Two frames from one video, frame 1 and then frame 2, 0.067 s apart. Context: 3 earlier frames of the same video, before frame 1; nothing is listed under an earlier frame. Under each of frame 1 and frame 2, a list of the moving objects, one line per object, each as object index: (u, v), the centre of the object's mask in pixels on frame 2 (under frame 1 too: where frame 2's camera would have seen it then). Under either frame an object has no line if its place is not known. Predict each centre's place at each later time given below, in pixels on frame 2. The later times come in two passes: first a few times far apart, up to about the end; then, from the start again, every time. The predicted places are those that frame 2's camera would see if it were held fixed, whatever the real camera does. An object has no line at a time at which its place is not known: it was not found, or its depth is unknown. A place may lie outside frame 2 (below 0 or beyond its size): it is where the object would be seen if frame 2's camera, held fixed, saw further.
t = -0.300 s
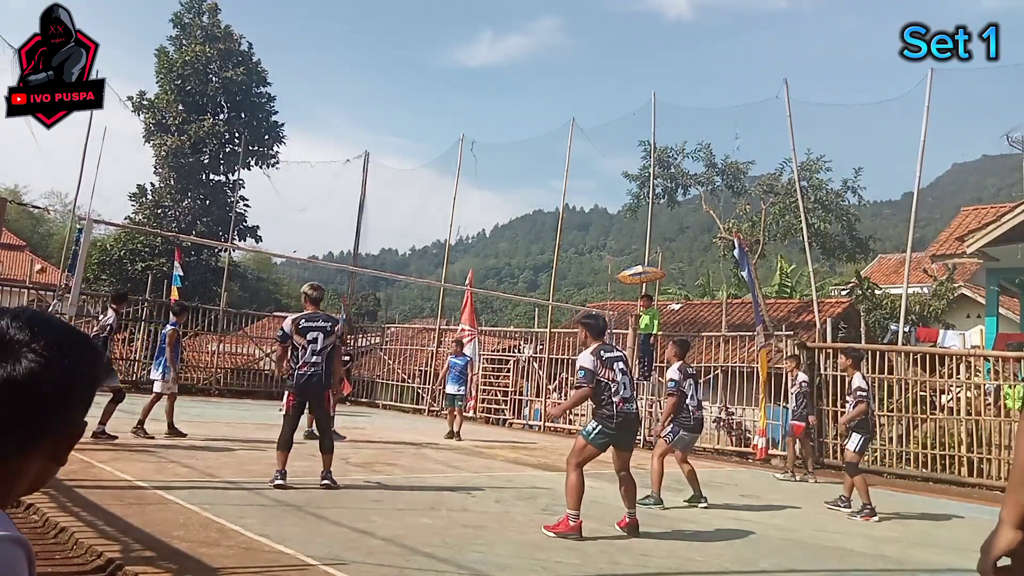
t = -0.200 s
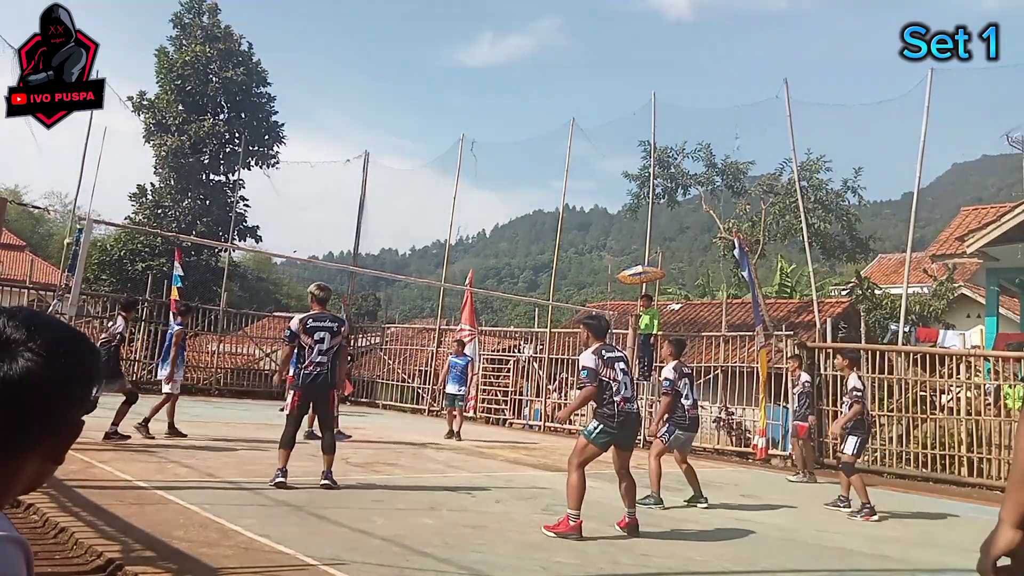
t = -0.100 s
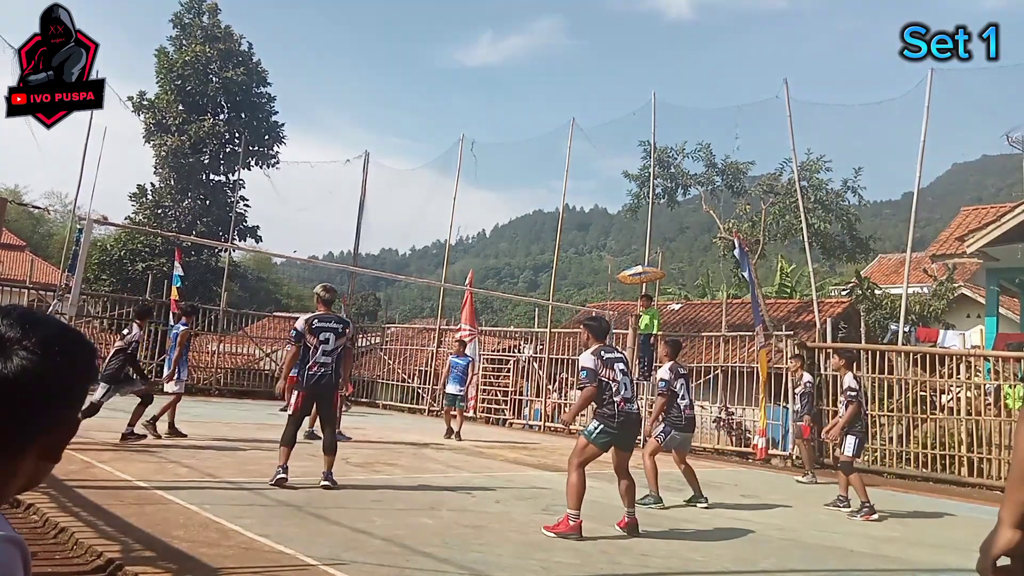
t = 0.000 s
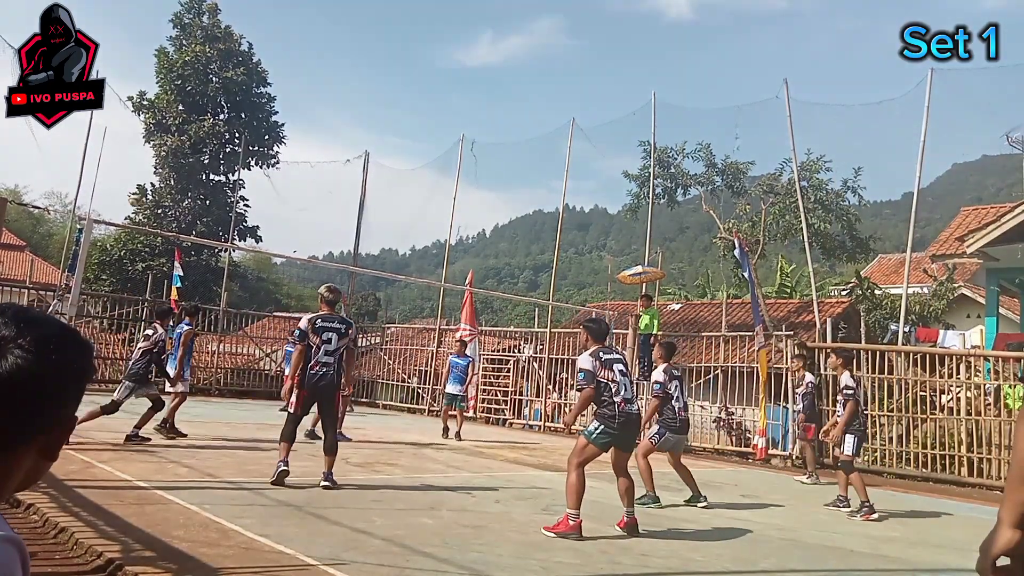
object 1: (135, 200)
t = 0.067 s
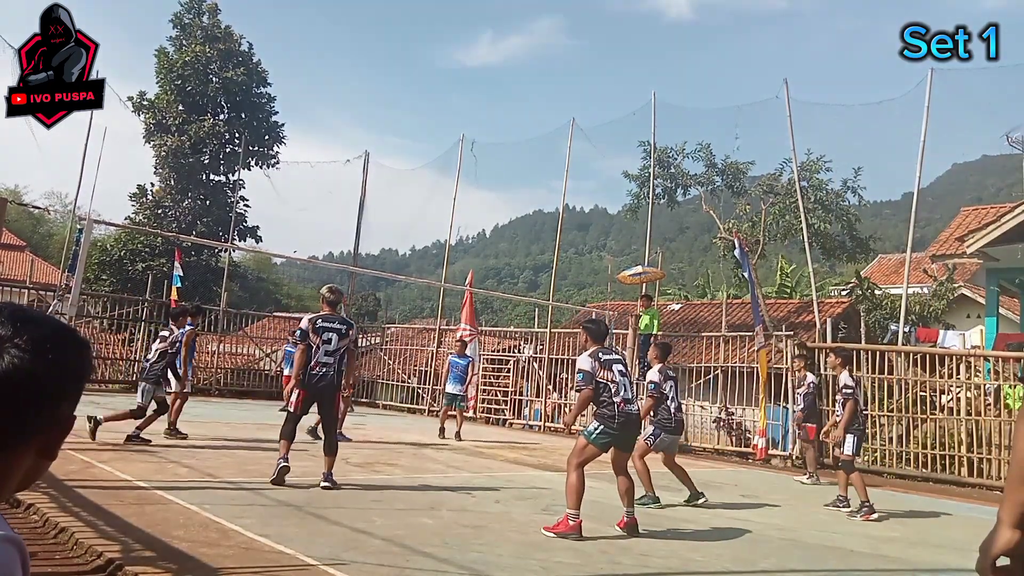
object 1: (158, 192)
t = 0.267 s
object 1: (237, 172)
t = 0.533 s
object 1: (361, 189)
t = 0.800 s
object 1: (520, 270)
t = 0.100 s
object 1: (171, 185)
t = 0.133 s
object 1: (184, 182)
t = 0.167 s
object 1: (197, 179)
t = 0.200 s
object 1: (210, 175)
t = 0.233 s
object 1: (224, 173)
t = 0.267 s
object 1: (237, 172)
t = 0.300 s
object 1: (252, 171)
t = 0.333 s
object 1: (267, 171)
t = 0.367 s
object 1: (281, 172)
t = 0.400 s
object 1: (296, 174)
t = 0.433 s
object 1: (312, 176)
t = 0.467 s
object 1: (327, 179)
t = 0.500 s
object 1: (344, 184)
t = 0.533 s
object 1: (361, 189)
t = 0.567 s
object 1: (379, 195)
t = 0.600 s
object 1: (397, 202)
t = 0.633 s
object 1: (416, 210)
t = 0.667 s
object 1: (435, 220)
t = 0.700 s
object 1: (456, 231)
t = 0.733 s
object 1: (476, 242)
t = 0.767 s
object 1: (498, 255)
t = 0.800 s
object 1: (520, 270)
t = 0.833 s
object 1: (544, 288)
